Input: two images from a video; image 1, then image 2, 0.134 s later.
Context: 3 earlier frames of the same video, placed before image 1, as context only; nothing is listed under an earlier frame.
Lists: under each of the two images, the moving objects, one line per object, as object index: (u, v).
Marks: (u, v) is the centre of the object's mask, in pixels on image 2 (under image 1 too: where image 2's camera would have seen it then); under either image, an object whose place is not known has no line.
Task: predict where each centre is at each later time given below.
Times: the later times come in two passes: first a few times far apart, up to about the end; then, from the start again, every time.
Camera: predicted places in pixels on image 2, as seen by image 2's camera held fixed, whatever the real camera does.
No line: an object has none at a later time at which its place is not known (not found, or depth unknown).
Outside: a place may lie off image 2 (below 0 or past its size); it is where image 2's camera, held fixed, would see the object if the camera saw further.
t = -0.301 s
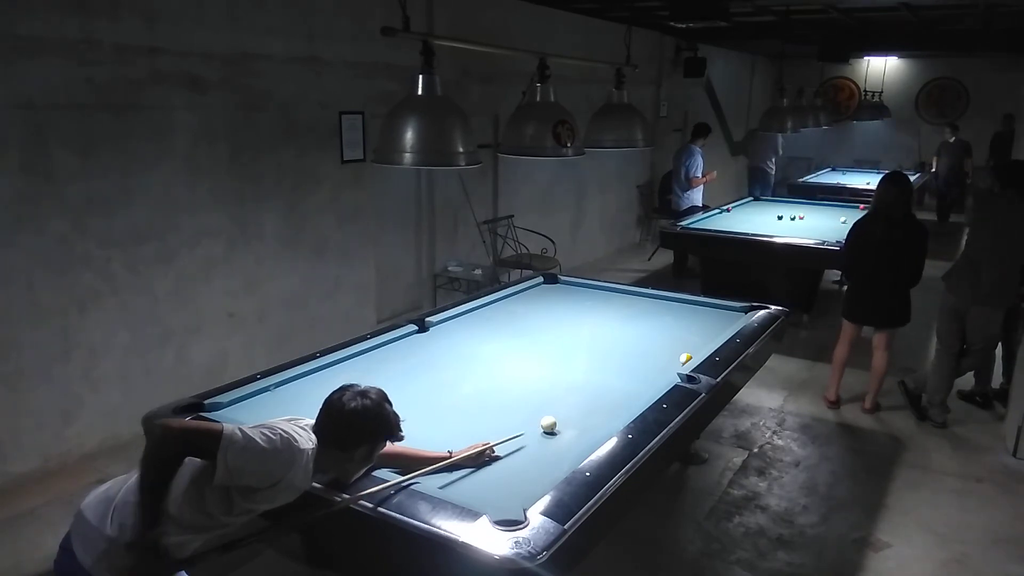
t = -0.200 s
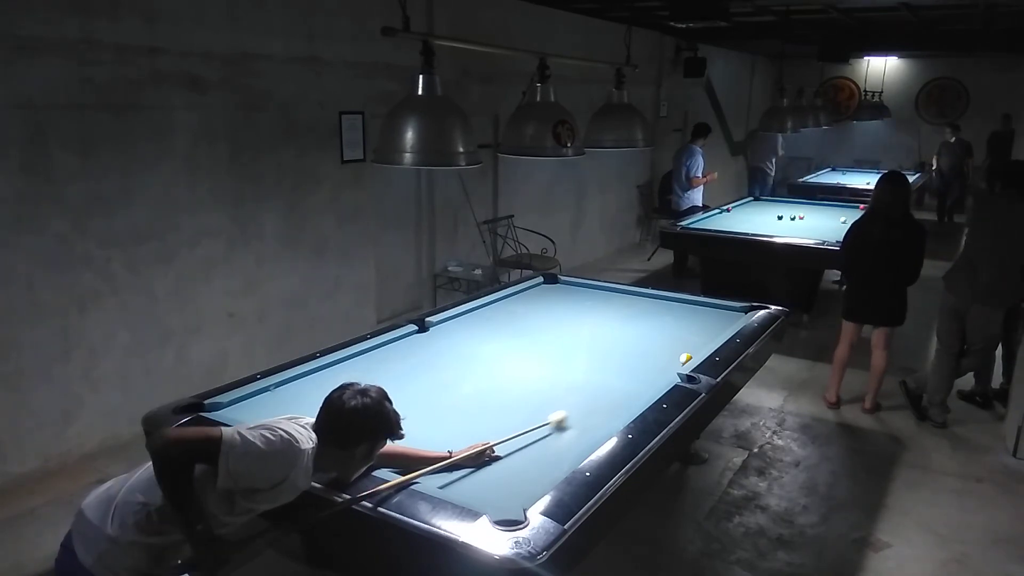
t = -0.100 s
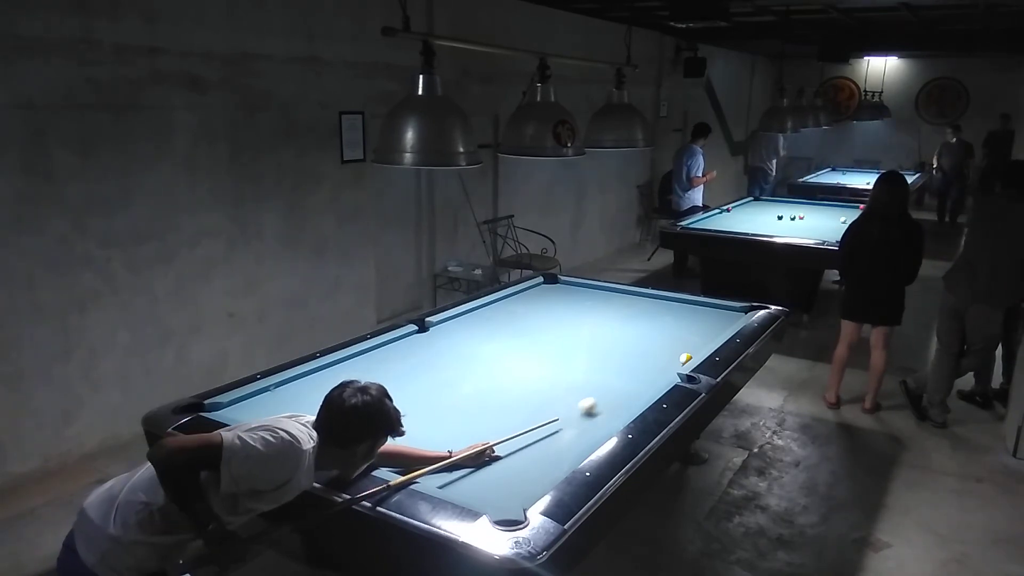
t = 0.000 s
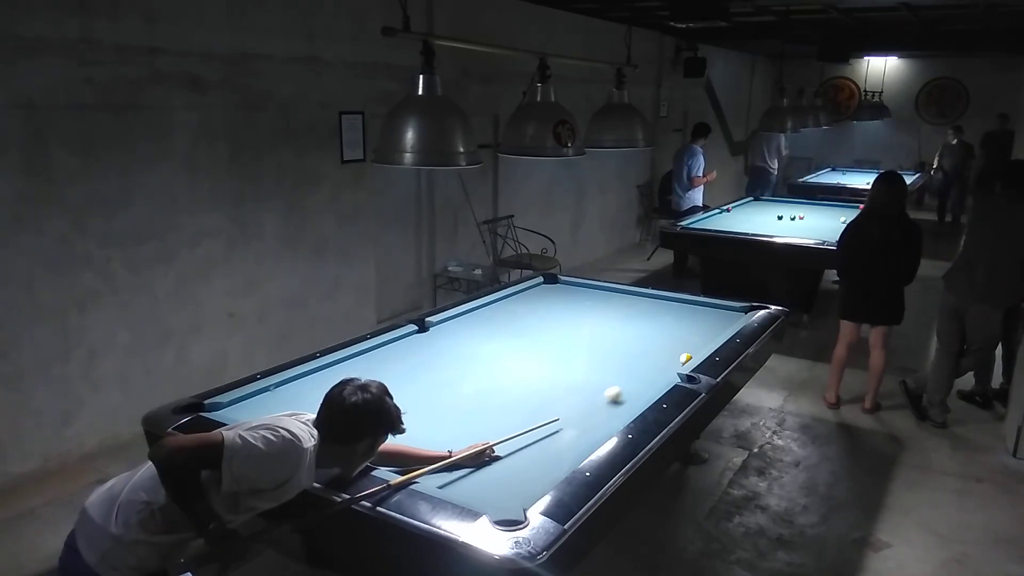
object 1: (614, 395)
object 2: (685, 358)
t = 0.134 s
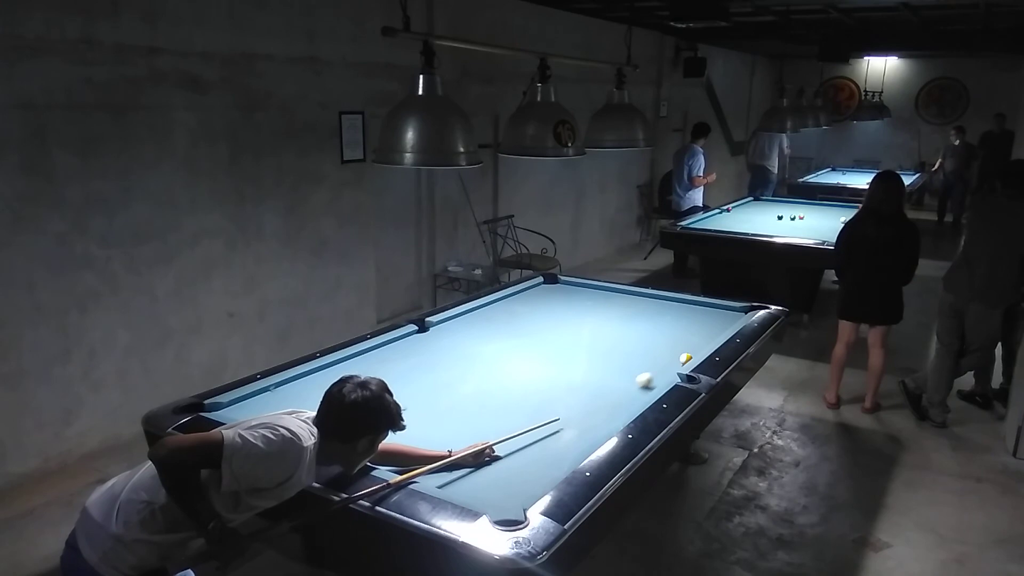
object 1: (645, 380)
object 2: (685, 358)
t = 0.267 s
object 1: (672, 367)
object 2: (685, 358)
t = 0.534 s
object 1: (676, 357)
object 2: (700, 346)
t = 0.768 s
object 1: (673, 350)
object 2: (713, 336)
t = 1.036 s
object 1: (670, 343)
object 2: (725, 325)
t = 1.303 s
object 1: (667, 337)
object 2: (736, 315)
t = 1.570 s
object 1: (664, 332)
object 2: (748, 310)
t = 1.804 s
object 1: (662, 327)
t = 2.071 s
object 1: (659, 323)
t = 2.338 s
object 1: (657, 319)
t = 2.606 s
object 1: (655, 315)
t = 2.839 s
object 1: (653, 313)
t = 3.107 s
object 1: (652, 310)
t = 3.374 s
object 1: (650, 308)
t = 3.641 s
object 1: (649, 305)
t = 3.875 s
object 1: (648, 304)
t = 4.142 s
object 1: (647, 302)
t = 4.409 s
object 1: (646, 301)
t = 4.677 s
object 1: (645, 300)
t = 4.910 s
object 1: (644, 299)
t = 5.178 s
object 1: (644, 299)
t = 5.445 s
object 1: (643, 299)
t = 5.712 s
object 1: (643, 299)
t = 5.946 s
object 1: (643, 299)
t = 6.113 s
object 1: (643, 299)
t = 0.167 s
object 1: (652, 377)
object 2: (685, 358)
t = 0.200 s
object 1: (658, 374)
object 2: (685, 358)
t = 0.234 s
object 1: (665, 370)
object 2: (685, 358)
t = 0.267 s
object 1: (672, 367)
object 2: (685, 358)
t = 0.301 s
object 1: (677, 364)
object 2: (686, 357)
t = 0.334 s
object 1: (679, 362)
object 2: (688, 356)
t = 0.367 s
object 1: (679, 361)
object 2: (689, 355)
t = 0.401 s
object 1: (678, 361)
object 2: (692, 353)
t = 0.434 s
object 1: (678, 360)
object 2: (694, 351)
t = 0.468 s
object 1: (677, 359)
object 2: (696, 349)
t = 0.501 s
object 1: (677, 358)
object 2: (698, 348)
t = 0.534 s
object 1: (676, 357)
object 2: (700, 346)
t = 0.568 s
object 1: (676, 356)
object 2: (702, 345)
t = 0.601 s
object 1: (675, 355)
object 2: (704, 343)
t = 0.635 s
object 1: (675, 354)
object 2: (706, 341)
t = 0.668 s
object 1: (674, 353)
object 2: (708, 340)
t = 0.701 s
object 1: (674, 352)
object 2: (710, 338)
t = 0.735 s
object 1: (673, 351)
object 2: (711, 337)
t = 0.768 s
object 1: (673, 350)
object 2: (713, 336)
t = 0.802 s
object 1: (673, 349)
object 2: (714, 334)
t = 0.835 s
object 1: (672, 348)
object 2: (716, 333)
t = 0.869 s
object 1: (672, 347)
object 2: (718, 331)
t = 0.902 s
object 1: (671, 347)
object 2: (719, 330)
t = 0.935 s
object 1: (671, 346)
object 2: (721, 328)
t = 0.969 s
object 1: (671, 345)
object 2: (722, 327)
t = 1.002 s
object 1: (670, 344)
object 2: (724, 326)
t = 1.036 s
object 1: (670, 343)
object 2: (725, 325)
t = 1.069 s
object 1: (669, 342)
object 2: (727, 323)
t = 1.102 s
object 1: (669, 342)
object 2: (728, 322)
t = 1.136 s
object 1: (669, 341)
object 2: (730, 321)
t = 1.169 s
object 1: (668, 340)
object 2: (731, 320)
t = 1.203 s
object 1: (668, 339)
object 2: (732, 319)
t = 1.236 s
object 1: (667, 339)
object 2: (734, 318)
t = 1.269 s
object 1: (667, 338)
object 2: (735, 316)
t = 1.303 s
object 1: (667, 337)
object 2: (736, 315)
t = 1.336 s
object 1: (666, 336)
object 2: (738, 314)
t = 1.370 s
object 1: (666, 336)
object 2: (739, 313)
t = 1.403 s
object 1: (666, 335)
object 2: (740, 312)
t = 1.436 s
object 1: (665, 335)
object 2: (741, 311)
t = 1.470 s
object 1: (665, 334)
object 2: (742, 310)
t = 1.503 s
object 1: (665, 333)
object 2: (744, 309)
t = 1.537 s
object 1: (664, 332)
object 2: (746, 309)
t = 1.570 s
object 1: (664, 332)
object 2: (748, 310)
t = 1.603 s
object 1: (664, 331)
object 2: (750, 310)
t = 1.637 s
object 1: (663, 330)
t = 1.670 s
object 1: (663, 330)
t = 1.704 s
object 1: (663, 329)
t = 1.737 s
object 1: (662, 329)
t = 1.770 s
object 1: (662, 328)
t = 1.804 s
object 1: (662, 327)
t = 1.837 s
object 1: (661, 327)
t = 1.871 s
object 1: (661, 326)
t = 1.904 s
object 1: (661, 326)
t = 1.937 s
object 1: (660, 325)
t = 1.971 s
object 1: (660, 325)
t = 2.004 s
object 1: (660, 324)
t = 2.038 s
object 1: (659, 323)
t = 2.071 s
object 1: (659, 323)
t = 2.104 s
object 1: (659, 322)
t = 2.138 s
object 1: (659, 322)
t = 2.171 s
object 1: (658, 321)
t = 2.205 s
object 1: (658, 321)
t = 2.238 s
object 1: (658, 320)
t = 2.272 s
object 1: (657, 320)
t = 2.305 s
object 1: (657, 319)
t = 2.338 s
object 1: (657, 319)
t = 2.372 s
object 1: (657, 318)
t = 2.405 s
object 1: (656, 318)
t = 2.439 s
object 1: (656, 318)
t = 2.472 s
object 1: (656, 317)
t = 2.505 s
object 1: (656, 317)
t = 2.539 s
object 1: (656, 316)
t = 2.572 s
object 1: (655, 316)
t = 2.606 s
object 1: (655, 315)
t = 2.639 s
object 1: (655, 315)
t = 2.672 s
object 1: (655, 315)
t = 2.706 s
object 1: (654, 314)
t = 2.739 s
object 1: (654, 314)
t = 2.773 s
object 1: (654, 313)
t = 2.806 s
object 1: (654, 313)
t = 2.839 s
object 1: (653, 313)
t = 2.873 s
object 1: (653, 312)
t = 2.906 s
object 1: (653, 312)
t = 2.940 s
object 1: (653, 312)
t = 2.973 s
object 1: (653, 311)
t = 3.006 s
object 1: (652, 311)
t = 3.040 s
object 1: (652, 311)
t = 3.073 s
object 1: (652, 310)
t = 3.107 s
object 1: (652, 310)
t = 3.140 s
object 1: (652, 310)
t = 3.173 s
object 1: (651, 309)
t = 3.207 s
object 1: (651, 309)
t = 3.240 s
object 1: (651, 309)
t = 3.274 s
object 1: (651, 308)
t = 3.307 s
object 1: (651, 308)
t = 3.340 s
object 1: (651, 308)
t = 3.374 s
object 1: (650, 308)
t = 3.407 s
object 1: (650, 307)
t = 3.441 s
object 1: (650, 307)
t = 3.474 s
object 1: (650, 307)
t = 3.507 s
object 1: (650, 306)
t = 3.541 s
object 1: (650, 306)
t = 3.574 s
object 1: (649, 306)
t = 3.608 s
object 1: (649, 306)
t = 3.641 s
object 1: (649, 305)
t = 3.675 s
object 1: (649, 305)
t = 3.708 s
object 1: (649, 305)
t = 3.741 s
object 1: (649, 305)
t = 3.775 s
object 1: (649, 305)
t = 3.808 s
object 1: (648, 304)
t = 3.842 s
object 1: (648, 304)
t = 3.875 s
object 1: (648, 304)
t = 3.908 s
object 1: (648, 304)
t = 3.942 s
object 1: (648, 304)
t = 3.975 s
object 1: (648, 303)
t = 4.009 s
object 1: (648, 303)
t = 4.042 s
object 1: (648, 303)
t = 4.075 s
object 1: (647, 303)
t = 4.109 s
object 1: (647, 303)
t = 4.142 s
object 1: (647, 302)
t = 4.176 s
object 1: (647, 302)
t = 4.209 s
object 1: (647, 302)
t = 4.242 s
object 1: (647, 302)
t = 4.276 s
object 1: (647, 302)
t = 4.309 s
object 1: (647, 302)
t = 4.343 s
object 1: (646, 301)
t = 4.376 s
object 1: (646, 301)
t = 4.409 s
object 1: (646, 301)
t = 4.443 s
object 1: (646, 301)
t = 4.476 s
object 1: (646, 301)
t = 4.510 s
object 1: (646, 301)
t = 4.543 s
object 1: (646, 301)
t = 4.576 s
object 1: (646, 301)
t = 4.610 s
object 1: (645, 300)
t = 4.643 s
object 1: (645, 300)
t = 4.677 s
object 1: (645, 300)
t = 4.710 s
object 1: (645, 300)
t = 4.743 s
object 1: (645, 300)
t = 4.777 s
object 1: (645, 300)
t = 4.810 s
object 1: (645, 300)
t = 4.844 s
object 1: (645, 300)
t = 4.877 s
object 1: (645, 300)
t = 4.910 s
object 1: (644, 299)
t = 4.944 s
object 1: (644, 299)
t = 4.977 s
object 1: (644, 299)
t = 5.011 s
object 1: (644, 299)
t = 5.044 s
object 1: (644, 299)
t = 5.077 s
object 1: (644, 299)
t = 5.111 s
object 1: (644, 299)
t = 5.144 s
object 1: (644, 299)
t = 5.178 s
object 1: (644, 299)
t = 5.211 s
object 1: (644, 299)
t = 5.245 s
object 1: (644, 299)
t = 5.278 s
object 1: (644, 299)
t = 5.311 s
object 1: (644, 299)
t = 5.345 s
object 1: (643, 299)
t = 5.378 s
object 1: (643, 299)
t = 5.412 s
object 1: (643, 299)
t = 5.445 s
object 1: (643, 299)
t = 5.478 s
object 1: (643, 299)
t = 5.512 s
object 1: (643, 299)
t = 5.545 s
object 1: (643, 299)
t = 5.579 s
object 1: (643, 299)
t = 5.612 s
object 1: (643, 299)
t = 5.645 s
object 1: (643, 299)
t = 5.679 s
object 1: (643, 299)
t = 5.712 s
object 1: (643, 299)
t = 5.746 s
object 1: (643, 299)
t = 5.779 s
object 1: (643, 299)
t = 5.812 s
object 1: (643, 299)
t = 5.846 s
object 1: (643, 299)
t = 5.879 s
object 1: (643, 299)
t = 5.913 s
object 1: (643, 299)
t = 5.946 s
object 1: (643, 299)
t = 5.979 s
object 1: (643, 299)
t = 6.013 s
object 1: (643, 299)
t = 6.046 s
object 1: (643, 299)
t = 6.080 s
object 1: (643, 299)
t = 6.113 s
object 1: (643, 299)
